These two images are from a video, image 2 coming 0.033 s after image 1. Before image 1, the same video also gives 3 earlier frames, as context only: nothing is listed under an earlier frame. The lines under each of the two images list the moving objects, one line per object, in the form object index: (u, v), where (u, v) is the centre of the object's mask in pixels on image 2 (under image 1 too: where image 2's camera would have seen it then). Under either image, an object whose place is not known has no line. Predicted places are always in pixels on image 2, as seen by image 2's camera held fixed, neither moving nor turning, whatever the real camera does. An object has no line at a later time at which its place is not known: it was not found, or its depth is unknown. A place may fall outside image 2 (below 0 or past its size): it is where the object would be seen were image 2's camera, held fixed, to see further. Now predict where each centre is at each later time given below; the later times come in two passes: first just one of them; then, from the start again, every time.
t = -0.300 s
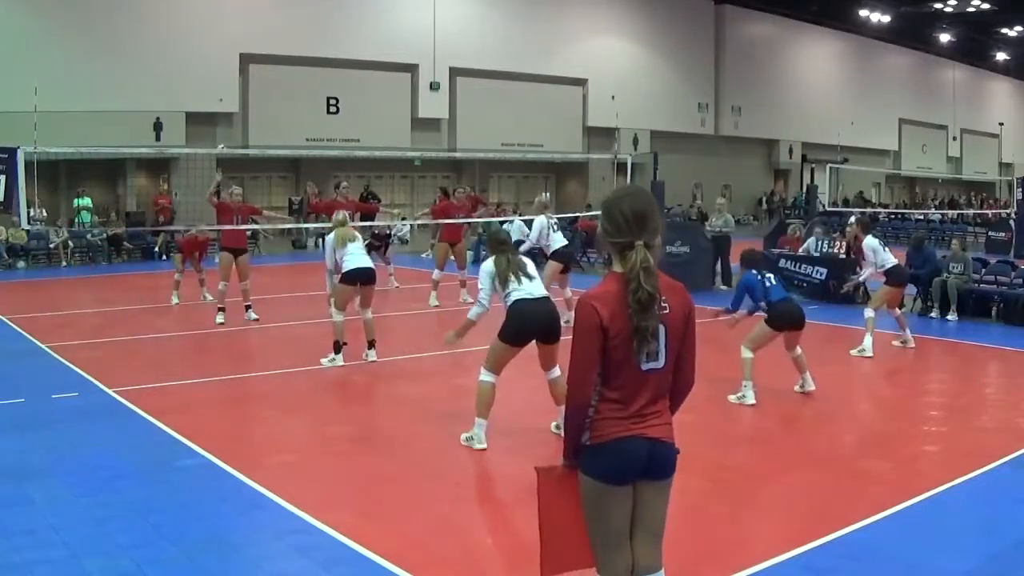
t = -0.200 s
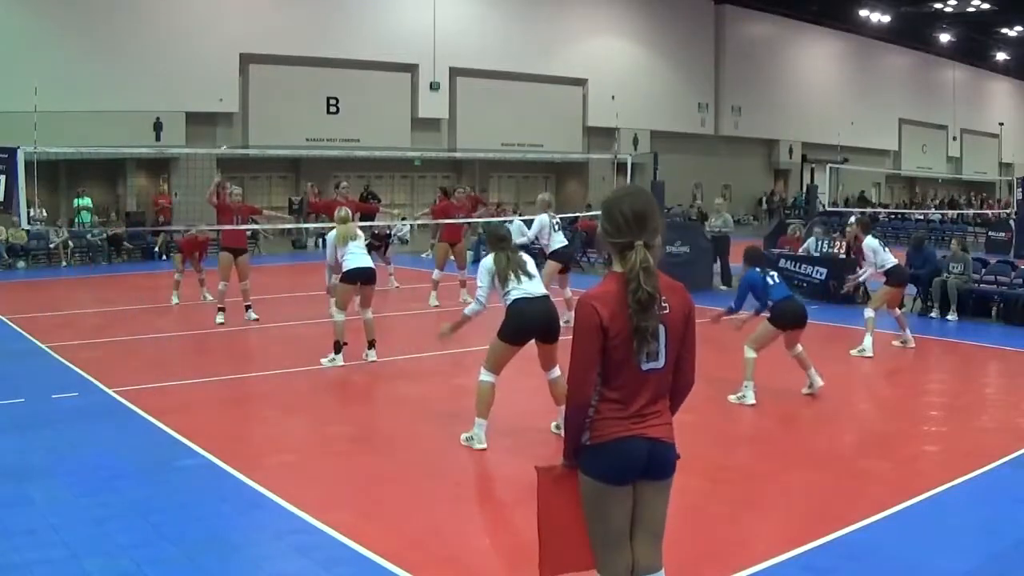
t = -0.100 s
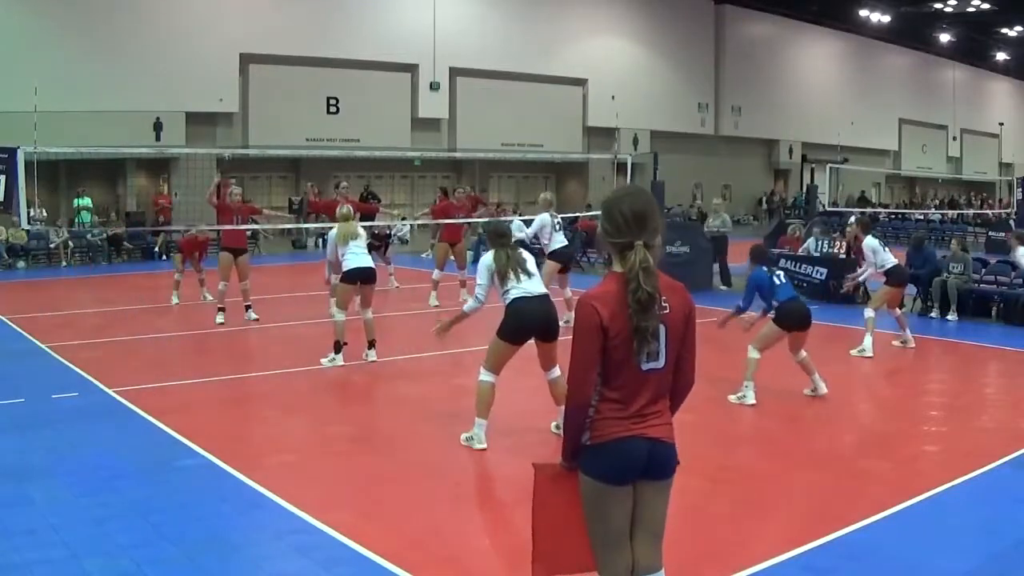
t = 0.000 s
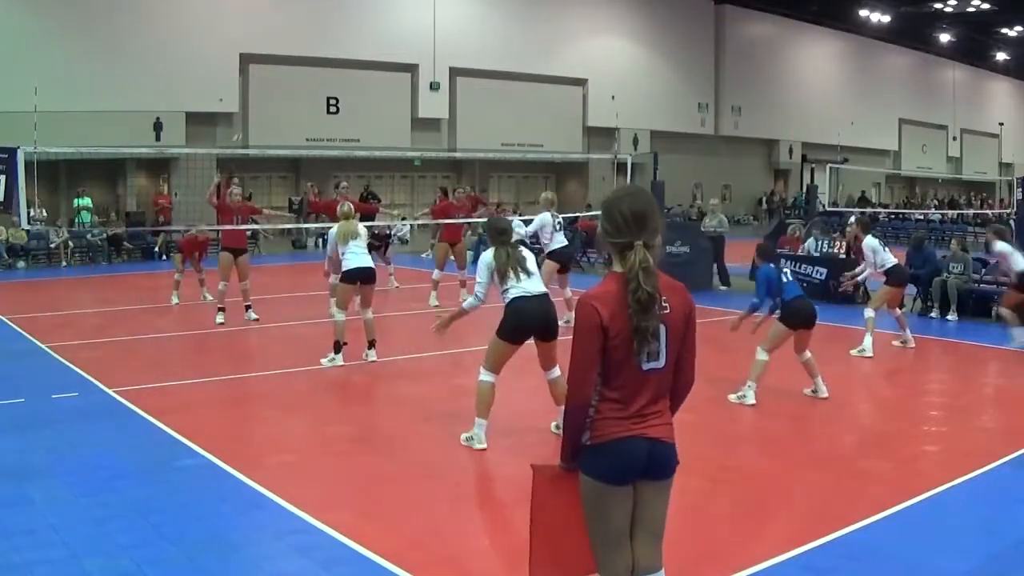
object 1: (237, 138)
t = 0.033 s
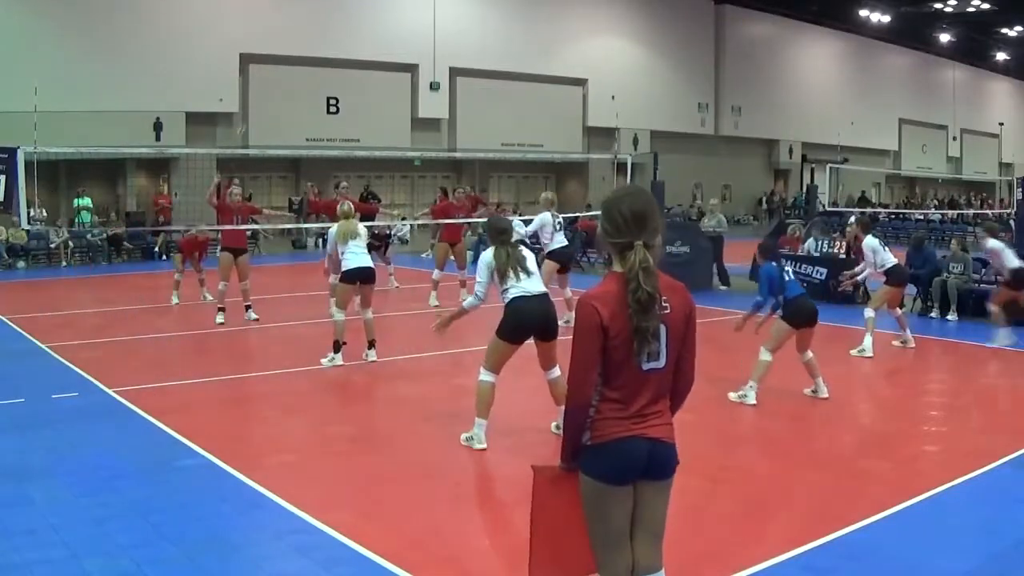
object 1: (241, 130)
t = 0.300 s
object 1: (286, 71)
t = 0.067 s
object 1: (245, 122)
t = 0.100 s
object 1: (251, 115)
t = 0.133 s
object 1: (257, 108)
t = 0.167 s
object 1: (260, 99)
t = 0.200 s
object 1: (266, 93)
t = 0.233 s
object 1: (273, 85)
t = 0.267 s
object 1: (277, 81)
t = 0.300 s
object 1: (286, 71)
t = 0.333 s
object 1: (291, 64)
